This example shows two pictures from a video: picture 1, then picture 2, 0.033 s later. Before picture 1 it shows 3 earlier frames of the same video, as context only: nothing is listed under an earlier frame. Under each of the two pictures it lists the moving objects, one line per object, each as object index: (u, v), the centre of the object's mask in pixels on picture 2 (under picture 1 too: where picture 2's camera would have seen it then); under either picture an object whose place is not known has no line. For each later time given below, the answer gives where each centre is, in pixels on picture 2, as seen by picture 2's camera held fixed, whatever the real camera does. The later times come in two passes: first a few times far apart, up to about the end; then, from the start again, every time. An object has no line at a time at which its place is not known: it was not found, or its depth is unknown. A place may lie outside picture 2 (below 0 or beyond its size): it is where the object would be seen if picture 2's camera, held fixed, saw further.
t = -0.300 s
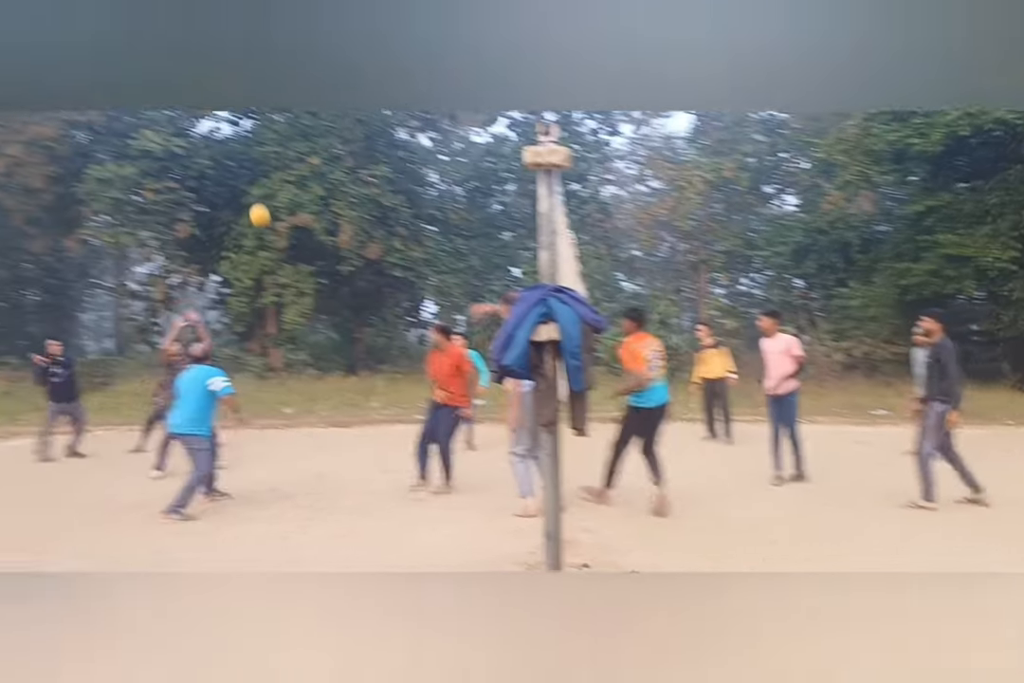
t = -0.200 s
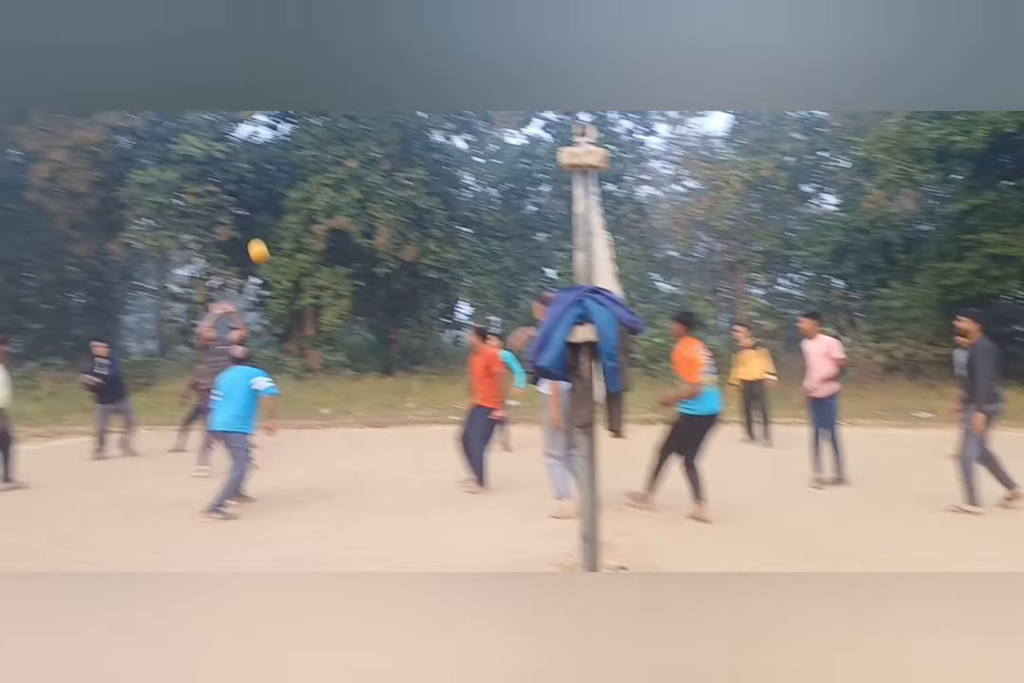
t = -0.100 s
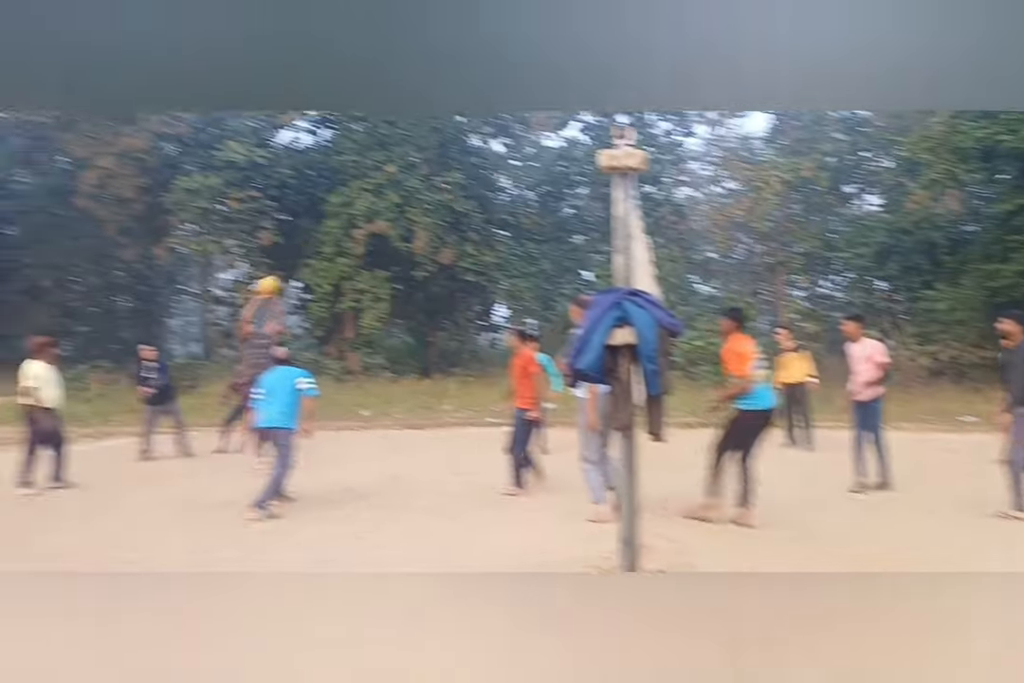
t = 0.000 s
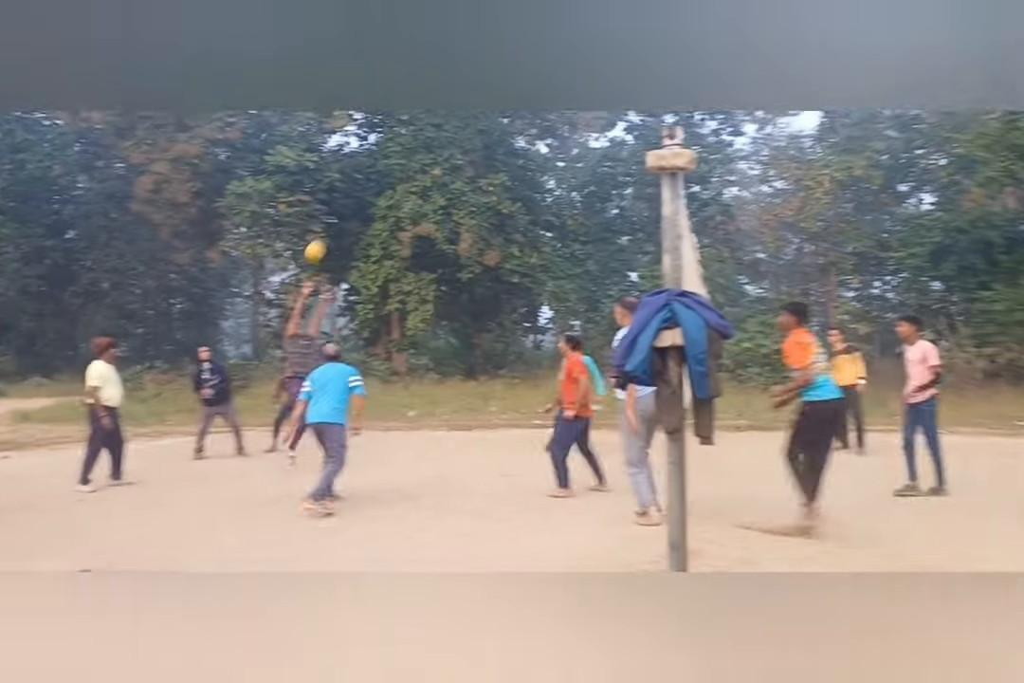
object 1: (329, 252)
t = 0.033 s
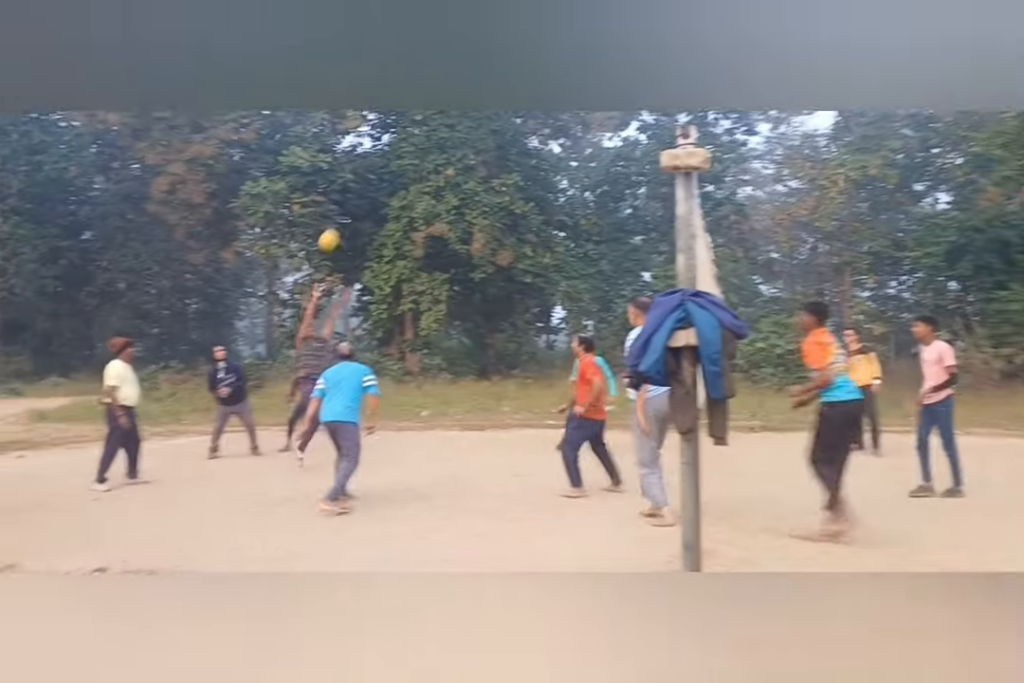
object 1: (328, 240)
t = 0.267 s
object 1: (326, 183)
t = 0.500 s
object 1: (325, 168)
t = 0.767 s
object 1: (324, 218)
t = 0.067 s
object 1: (328, 230)
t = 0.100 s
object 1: (328, 220)
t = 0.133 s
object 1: (328, 212)
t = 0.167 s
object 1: (327, 203)
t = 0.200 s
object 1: (326, 195)
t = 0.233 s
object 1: (327, 188)
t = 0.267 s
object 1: (326, 183)
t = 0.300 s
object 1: (325, 178)
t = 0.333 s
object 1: (325, 175)
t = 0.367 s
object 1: (324, 171)
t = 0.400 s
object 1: (324, 169)
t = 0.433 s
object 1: (325, 168)
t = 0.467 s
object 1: (325, 168)
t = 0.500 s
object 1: (325, 168)
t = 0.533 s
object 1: (325, 170)
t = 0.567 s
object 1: (324, 173)
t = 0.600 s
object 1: (324, 177)
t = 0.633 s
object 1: (324, 183)
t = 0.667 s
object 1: (323, 190)
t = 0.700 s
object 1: (323, 198)
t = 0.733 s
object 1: (324, 207)
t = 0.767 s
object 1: (324, 218)
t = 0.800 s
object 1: (324, 230)
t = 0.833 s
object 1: (323, 243)
